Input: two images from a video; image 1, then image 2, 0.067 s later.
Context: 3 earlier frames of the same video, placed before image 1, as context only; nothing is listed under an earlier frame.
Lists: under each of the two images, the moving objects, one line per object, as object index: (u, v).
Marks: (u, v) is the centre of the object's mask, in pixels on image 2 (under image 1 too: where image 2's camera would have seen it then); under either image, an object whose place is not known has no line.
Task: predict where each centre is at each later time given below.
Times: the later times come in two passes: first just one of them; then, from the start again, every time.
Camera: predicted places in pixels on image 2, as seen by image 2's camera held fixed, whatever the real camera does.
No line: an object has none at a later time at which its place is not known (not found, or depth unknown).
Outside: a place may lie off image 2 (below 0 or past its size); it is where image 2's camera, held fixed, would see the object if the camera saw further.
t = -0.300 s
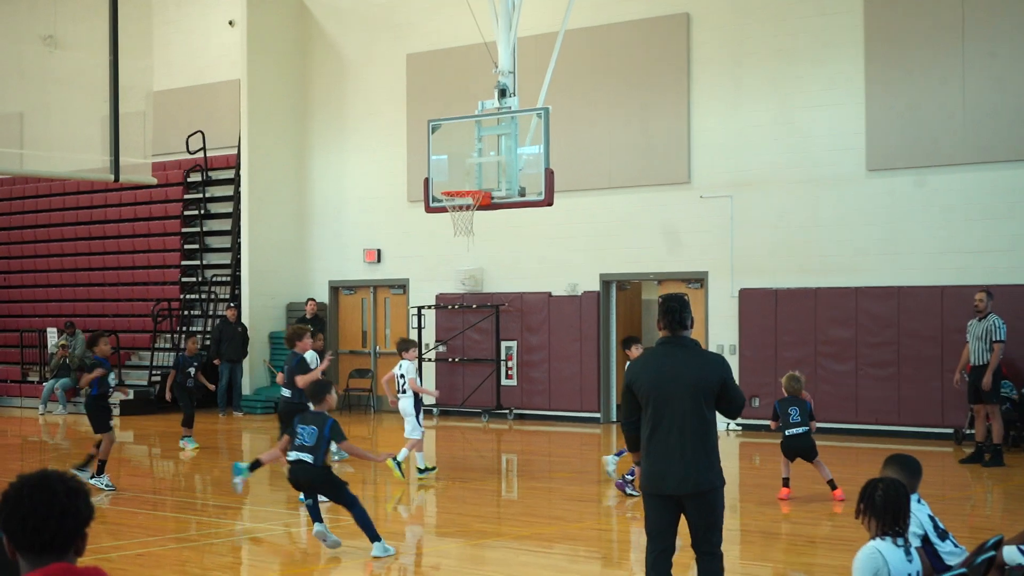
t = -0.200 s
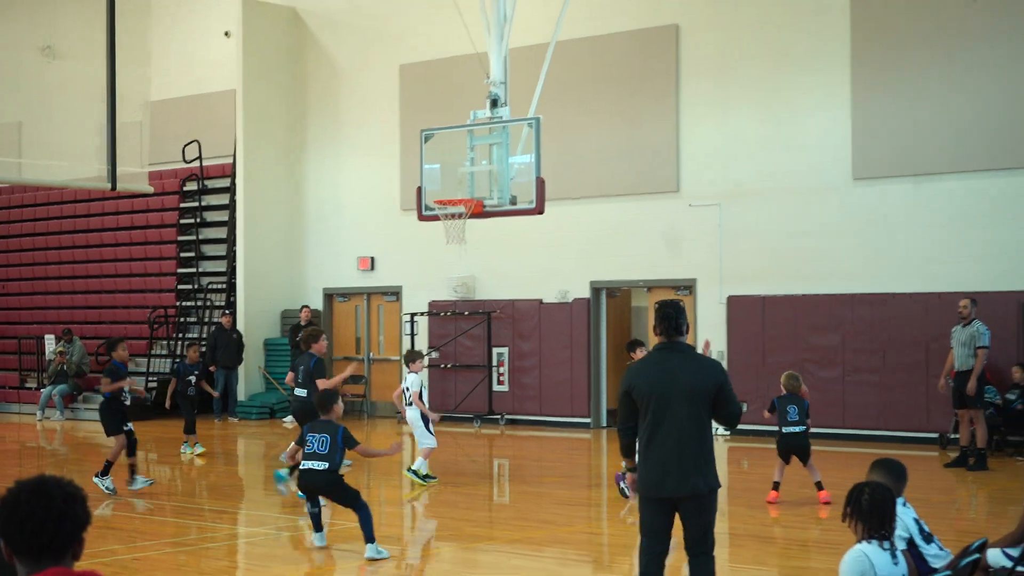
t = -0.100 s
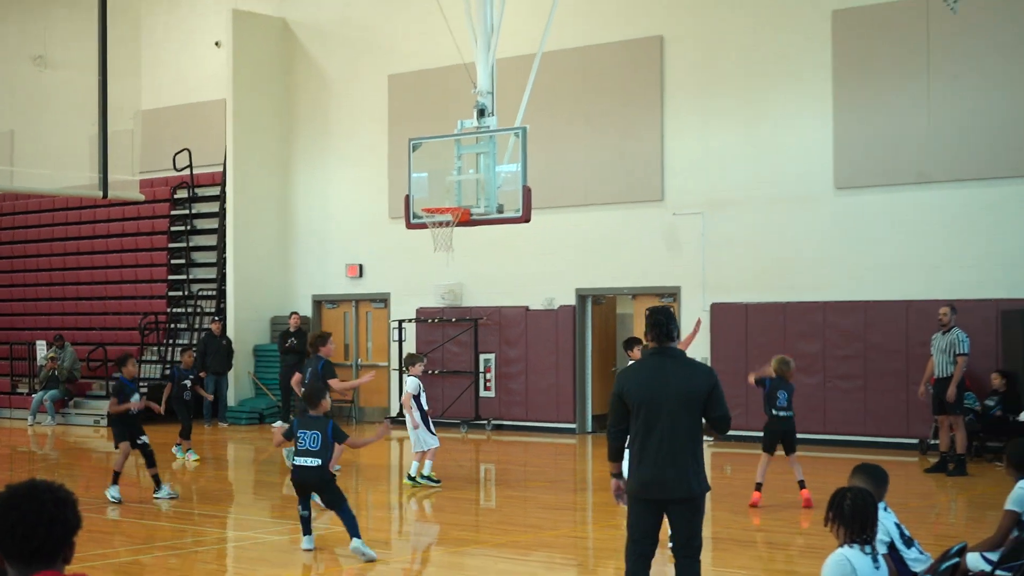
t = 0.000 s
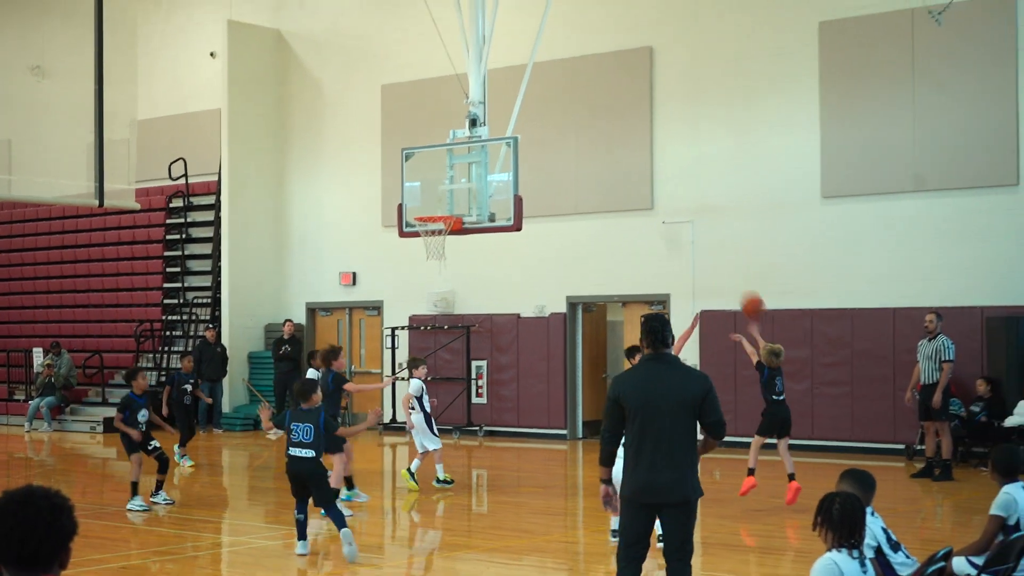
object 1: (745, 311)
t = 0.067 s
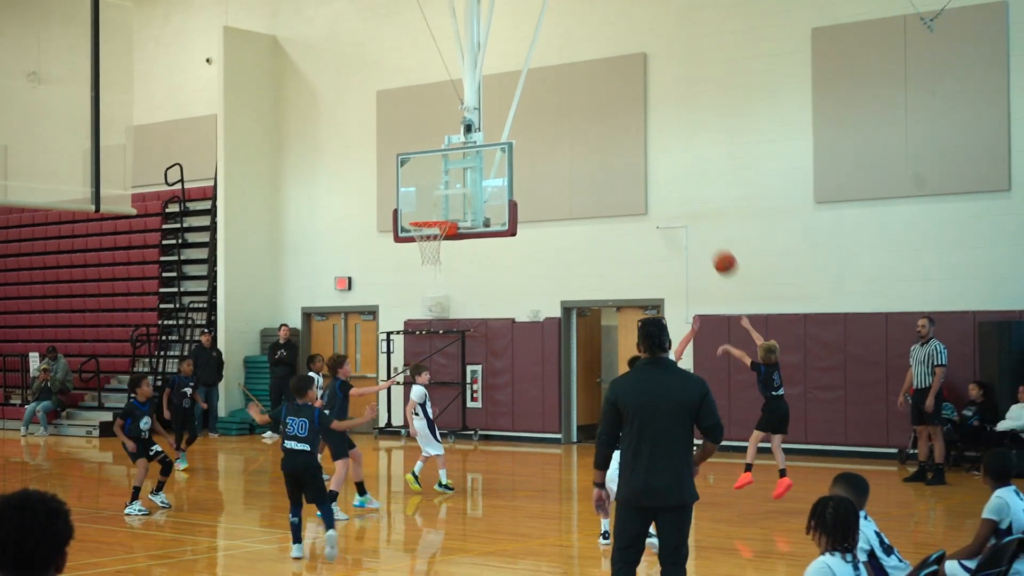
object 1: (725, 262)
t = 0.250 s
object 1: (670, 161)
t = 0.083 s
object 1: (720, 251)
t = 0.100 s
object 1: (715, 241)
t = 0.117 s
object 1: (709, 230)
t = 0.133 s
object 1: (704, 220)
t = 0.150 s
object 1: (699, 211)
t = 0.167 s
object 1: (694, 202)
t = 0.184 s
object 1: (690, 193)
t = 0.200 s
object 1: (685, 185)
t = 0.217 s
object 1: (680, 177)
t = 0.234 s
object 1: (675, 169)
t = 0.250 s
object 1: (670, 161)
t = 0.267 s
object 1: (665, 154)
